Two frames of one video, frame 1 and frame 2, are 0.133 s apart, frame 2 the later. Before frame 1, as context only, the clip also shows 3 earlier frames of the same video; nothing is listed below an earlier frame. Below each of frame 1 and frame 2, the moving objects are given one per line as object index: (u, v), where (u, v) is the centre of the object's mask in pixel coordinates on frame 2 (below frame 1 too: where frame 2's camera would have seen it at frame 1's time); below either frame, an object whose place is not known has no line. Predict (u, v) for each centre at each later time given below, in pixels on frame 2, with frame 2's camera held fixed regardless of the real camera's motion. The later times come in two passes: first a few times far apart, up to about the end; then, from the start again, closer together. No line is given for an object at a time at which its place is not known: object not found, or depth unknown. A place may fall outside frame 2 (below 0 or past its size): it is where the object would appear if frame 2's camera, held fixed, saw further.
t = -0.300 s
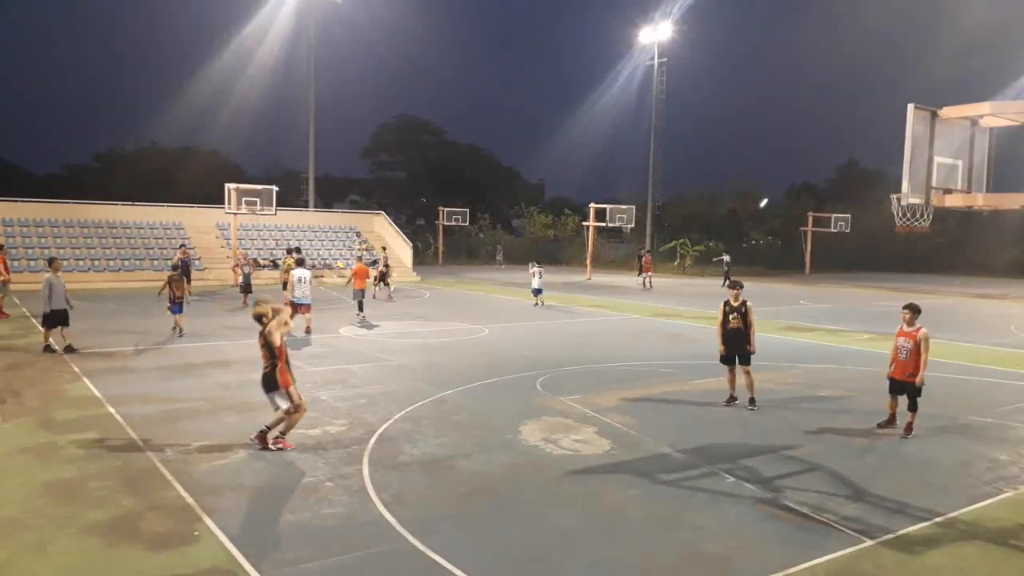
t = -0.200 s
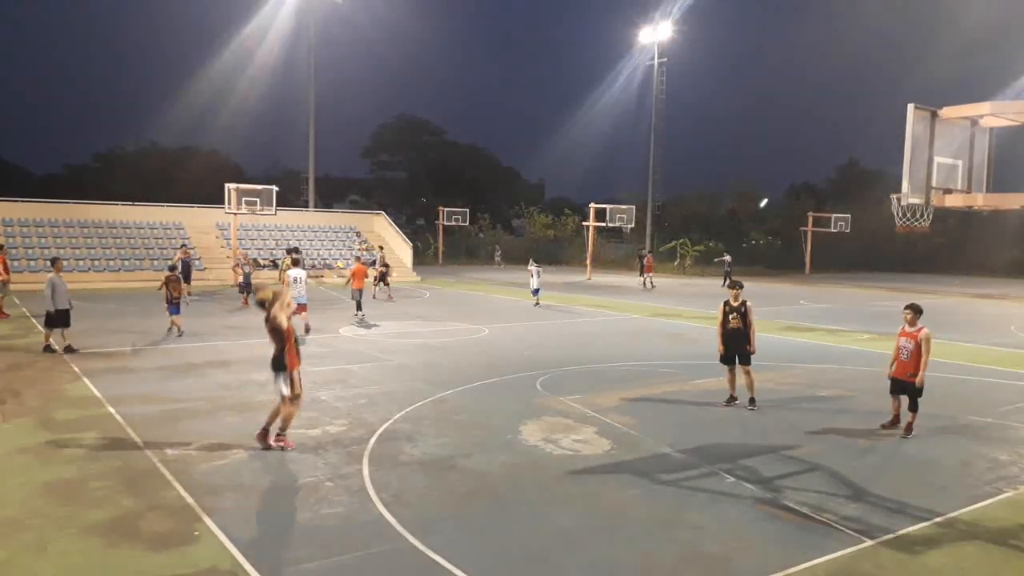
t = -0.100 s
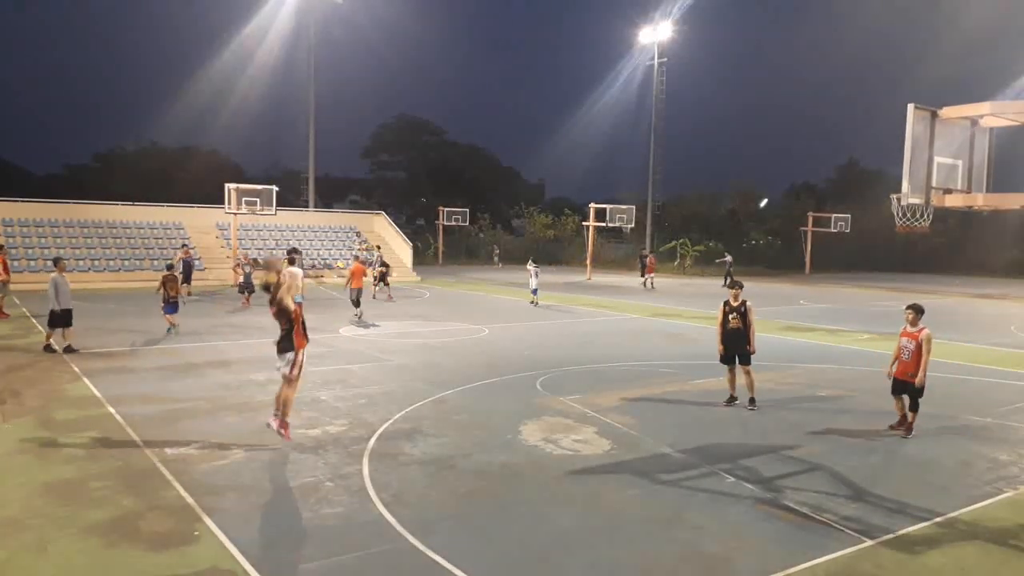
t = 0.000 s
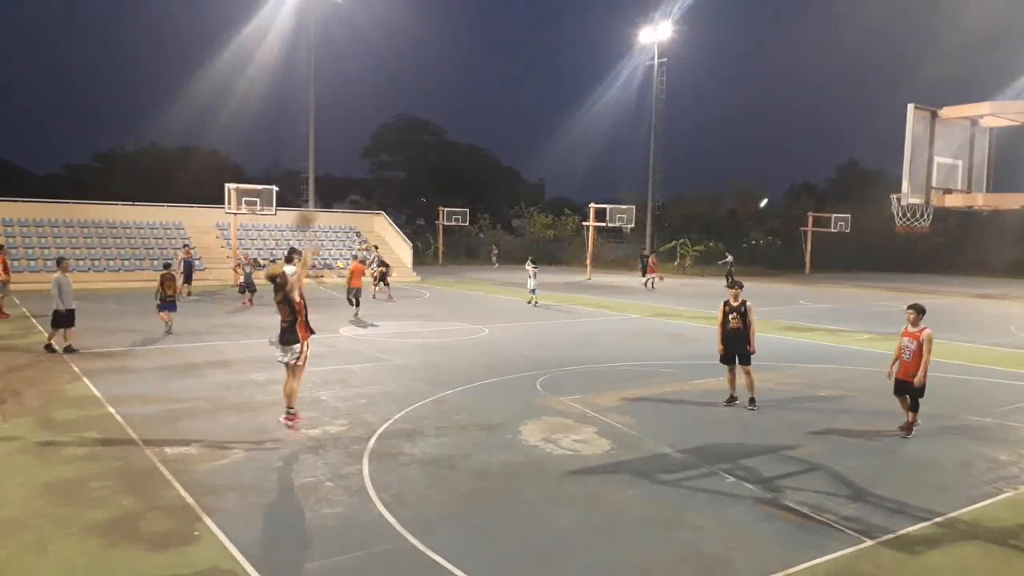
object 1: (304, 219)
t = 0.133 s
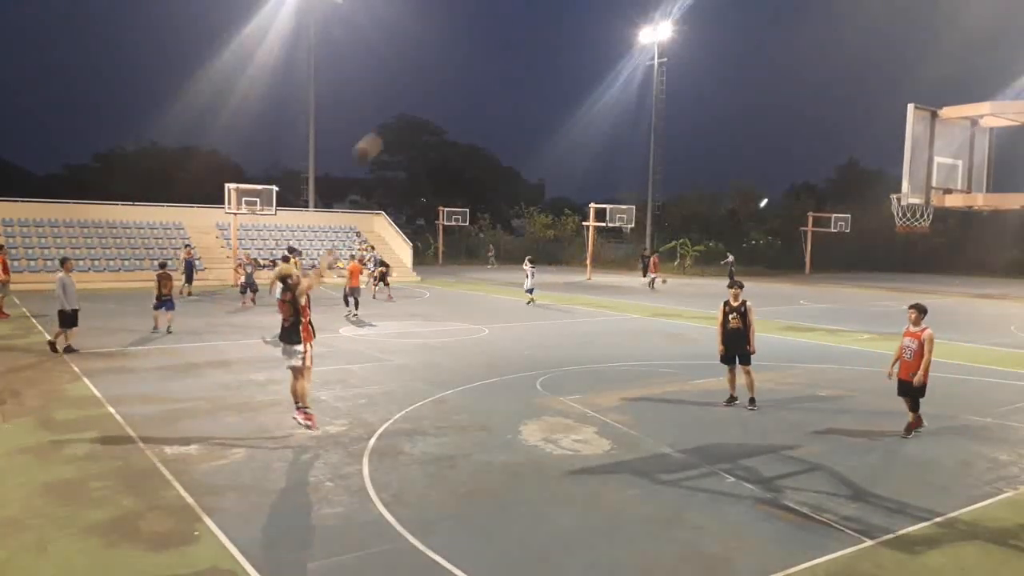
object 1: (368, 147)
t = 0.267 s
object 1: (430, 91)
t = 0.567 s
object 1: (564, 24)
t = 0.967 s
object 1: (731, 51)
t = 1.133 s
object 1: (795, 102)
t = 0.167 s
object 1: (384, 131)
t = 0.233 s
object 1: (415, 103)
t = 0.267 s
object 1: (430, 91)
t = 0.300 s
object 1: (445, 79)
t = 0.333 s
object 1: (460, 69)
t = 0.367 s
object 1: (475, 59)
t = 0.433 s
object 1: (505, 44)
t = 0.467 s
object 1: (520, 37)
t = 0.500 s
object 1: (535, 32)
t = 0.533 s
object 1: (549, 27)
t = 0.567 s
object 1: (564, 24)
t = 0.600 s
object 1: (578, 21)
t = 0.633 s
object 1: (593, 18)
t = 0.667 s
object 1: (607, 17)
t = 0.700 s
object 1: (621, 17)
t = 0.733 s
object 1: (636, 18)
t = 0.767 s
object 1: (649, 18)
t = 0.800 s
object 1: (665, 23)
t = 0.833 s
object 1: (681, 27)
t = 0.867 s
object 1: (691, 31)
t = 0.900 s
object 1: (705, 38)
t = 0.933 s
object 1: (718, 43)
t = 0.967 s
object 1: (731, 51)
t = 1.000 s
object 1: (745, 60)
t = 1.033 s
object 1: (757, 69)
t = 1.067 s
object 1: (770, 78)
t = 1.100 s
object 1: (783, 90)
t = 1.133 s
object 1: (795, 102)
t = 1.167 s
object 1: (808, 114)
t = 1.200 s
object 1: (820, 127)
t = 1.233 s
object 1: (832, 141)
